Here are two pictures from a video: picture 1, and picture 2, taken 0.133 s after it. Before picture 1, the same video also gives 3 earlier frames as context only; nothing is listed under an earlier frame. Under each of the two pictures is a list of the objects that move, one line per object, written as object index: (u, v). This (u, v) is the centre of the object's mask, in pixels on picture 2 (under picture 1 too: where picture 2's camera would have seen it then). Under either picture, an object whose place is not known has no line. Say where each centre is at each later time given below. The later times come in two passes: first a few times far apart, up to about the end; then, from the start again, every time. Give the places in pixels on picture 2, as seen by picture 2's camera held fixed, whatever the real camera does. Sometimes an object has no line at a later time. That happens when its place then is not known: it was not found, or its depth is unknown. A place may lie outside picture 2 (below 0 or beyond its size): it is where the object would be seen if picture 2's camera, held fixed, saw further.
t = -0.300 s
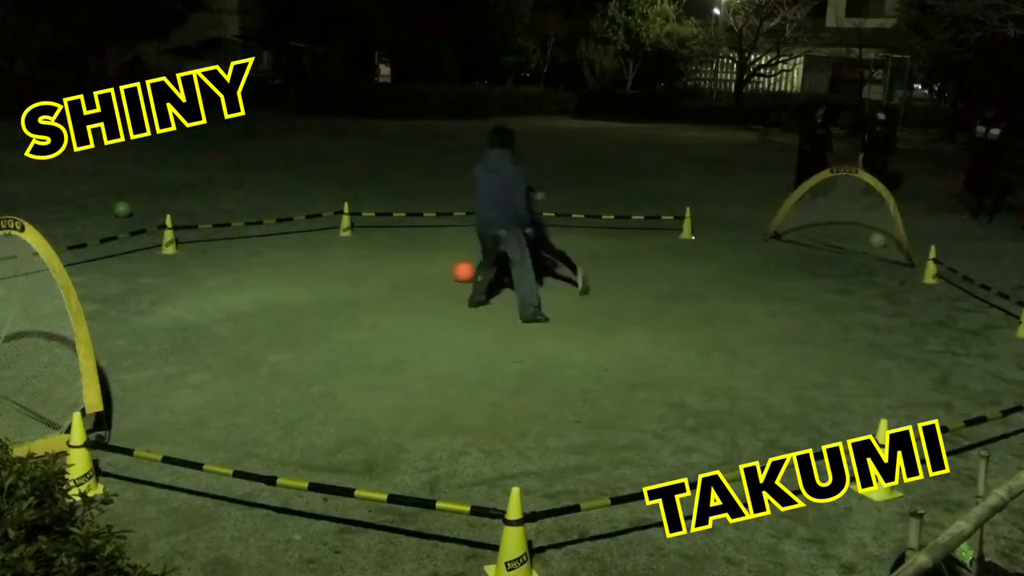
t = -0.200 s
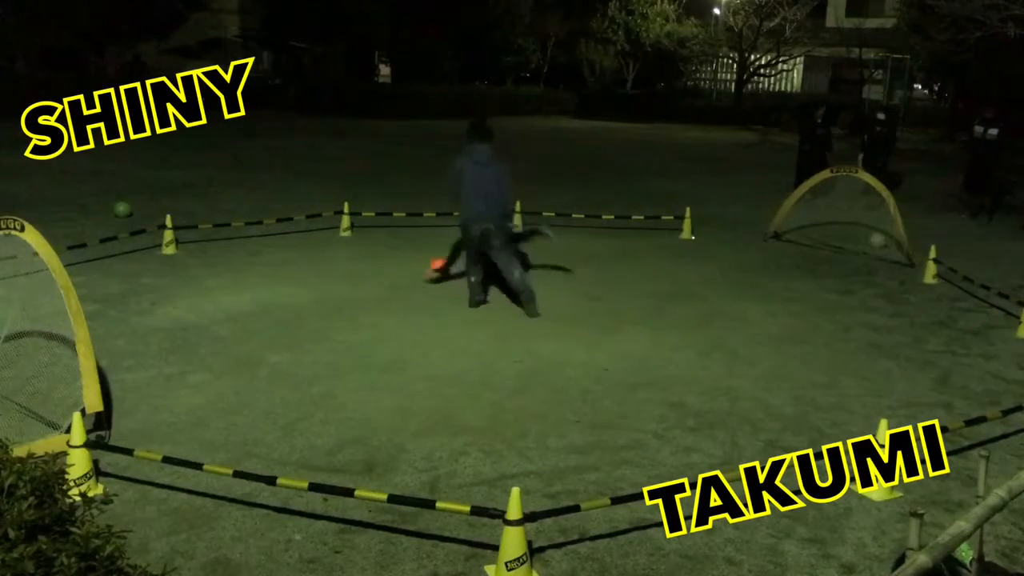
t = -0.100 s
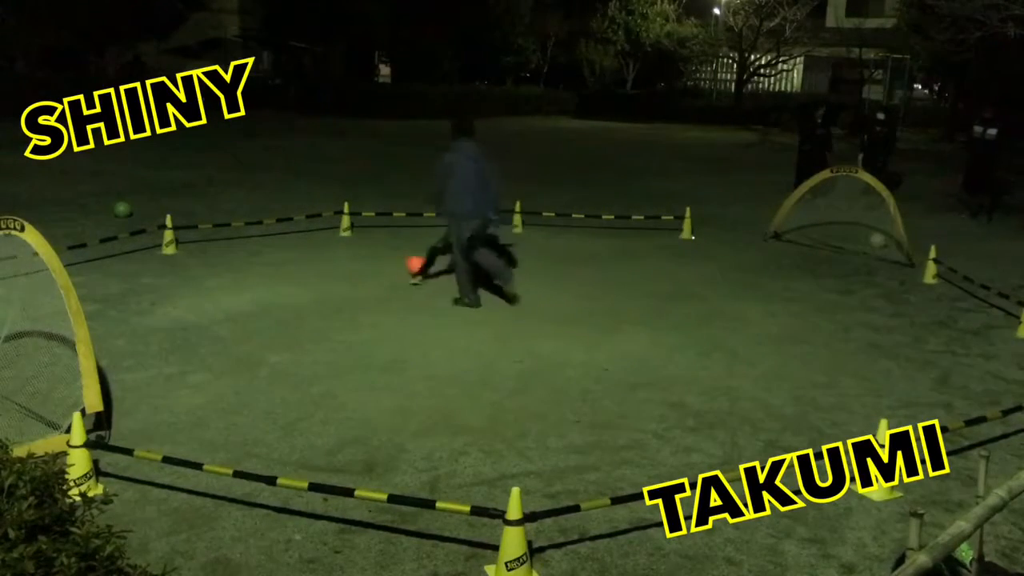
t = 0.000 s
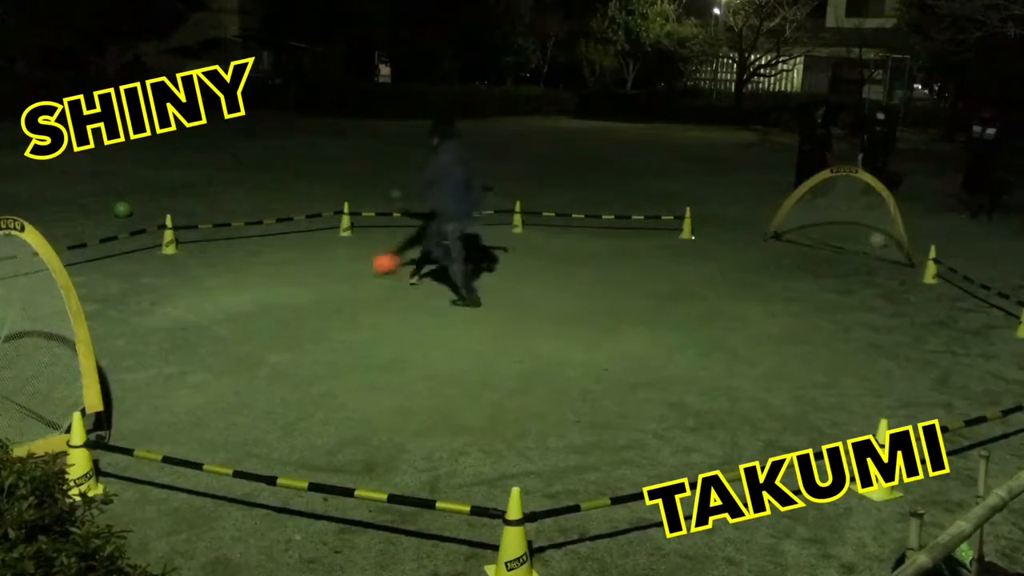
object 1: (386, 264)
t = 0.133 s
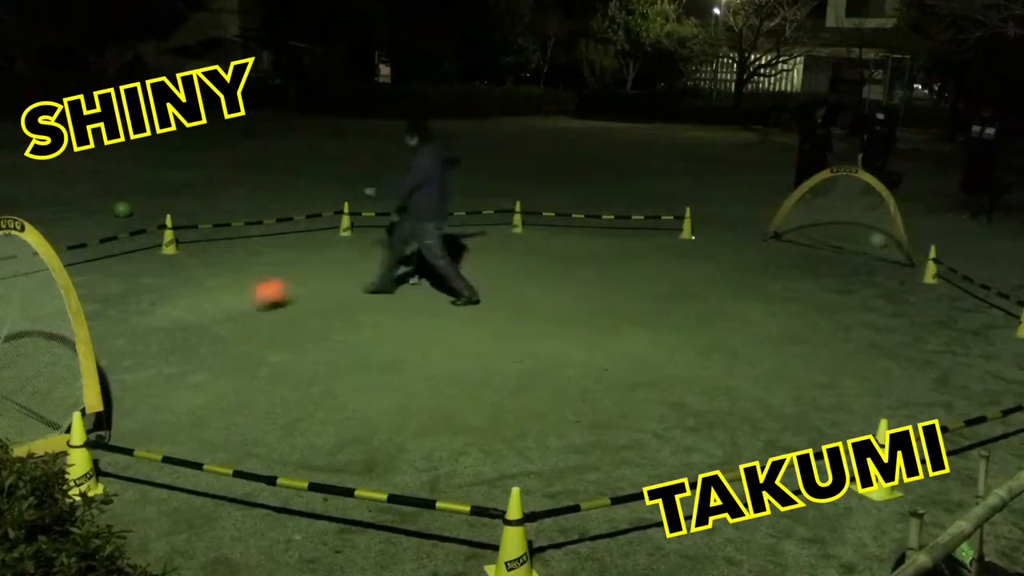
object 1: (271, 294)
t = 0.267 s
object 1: (114, 344)
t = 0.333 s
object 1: (21, 364)
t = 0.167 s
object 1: (236, 305)
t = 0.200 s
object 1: (197, 318)
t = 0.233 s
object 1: (154, 334)
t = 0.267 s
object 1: (114, 344)
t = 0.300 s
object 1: (59, 354)
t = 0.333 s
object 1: (21, 364)
